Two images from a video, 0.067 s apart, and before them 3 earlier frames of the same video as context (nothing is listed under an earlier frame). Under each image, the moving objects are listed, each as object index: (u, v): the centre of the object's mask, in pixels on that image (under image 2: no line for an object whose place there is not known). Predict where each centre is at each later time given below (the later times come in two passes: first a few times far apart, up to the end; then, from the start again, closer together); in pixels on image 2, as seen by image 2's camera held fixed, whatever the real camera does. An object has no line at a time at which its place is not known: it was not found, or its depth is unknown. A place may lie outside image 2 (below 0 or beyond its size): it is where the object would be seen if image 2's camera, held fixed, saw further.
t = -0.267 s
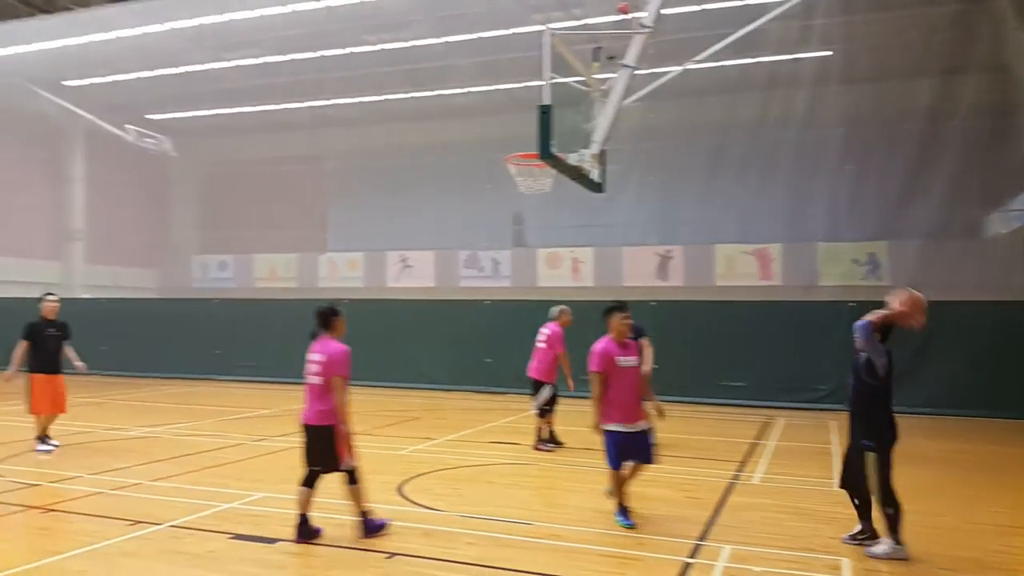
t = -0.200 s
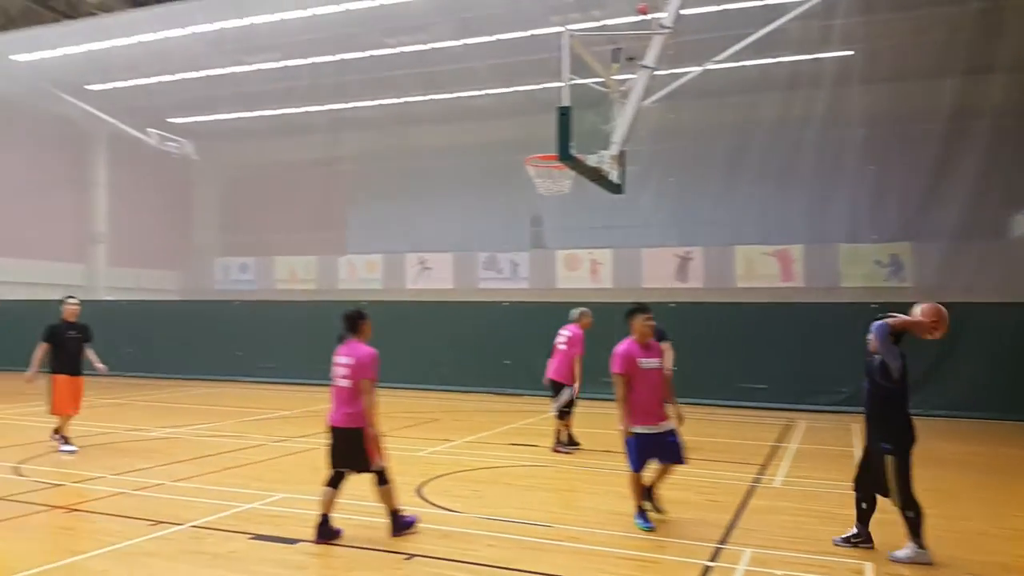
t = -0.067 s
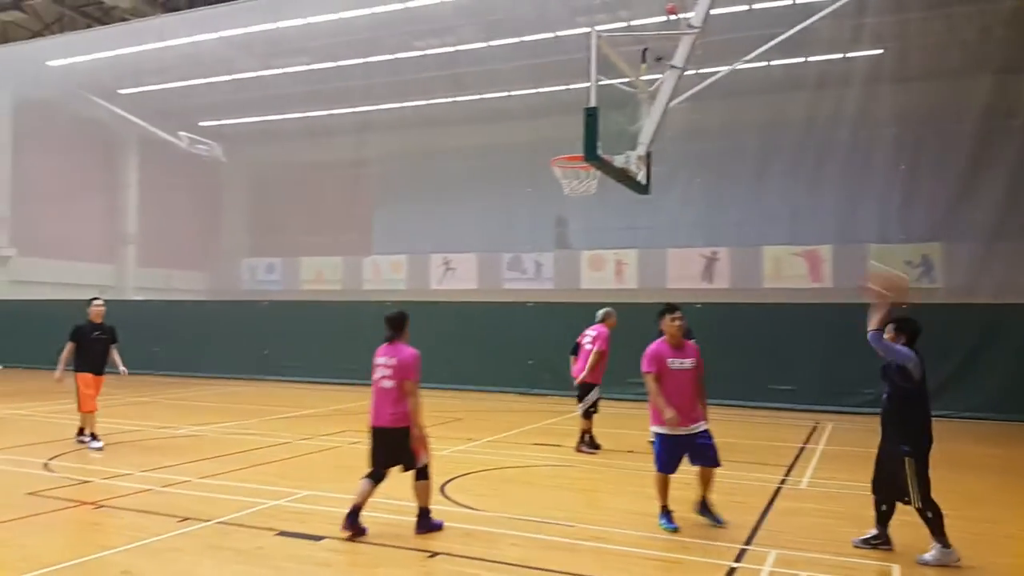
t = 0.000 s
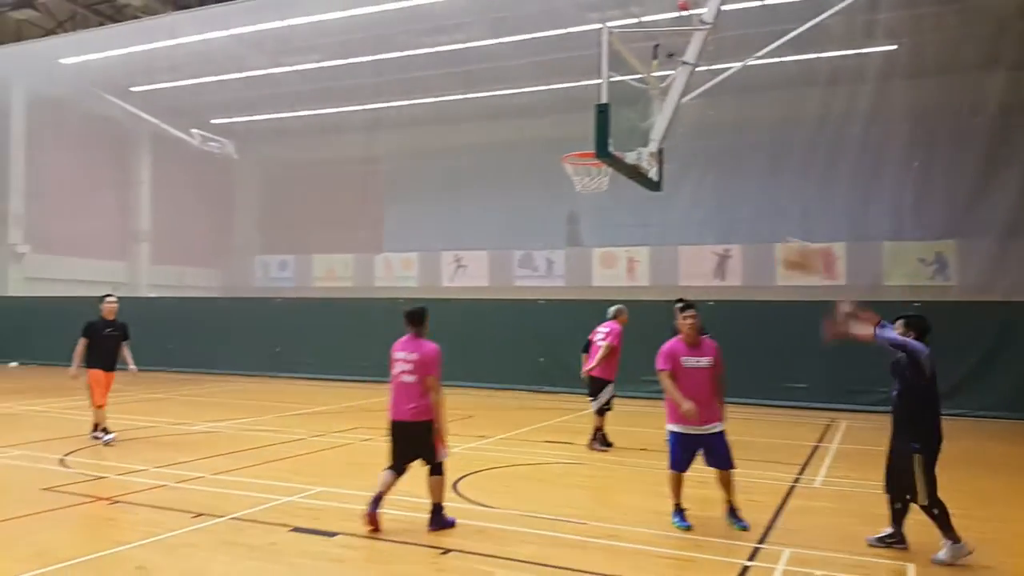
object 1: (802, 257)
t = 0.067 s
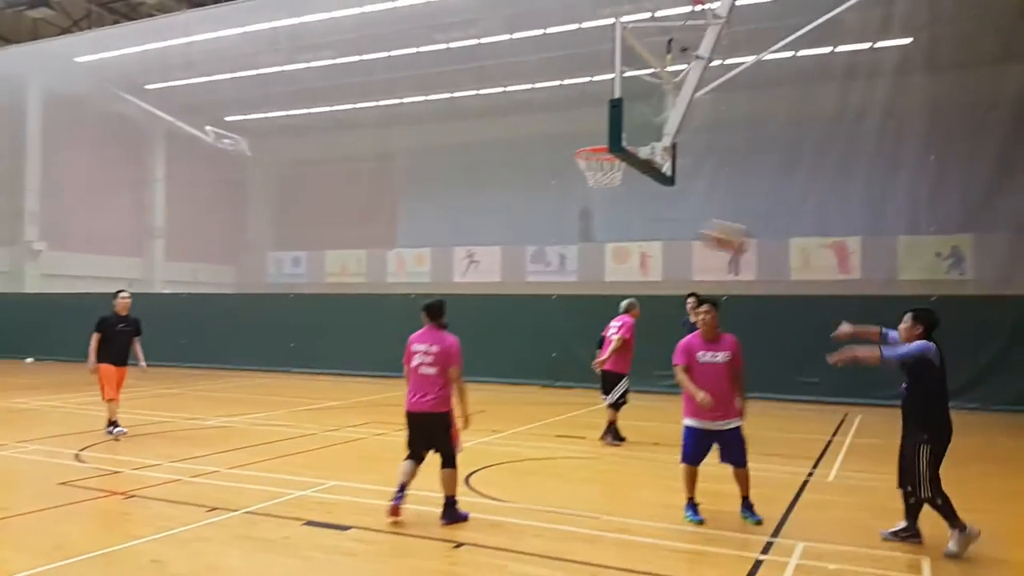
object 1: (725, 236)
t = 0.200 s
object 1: (572, 228)
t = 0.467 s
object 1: (337, 263)
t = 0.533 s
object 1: (291, 279)
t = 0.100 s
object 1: (681, 230)
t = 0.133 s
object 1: (643, 228)
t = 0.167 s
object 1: (606, 228)
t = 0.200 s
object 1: (572, 228)
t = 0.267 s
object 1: (504, 231)
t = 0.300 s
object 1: (473, 234)
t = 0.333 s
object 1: (444, 238)
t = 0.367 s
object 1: (416, 242)
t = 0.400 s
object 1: (388, 248)
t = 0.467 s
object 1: (337, 263)
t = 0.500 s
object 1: (313, 271)
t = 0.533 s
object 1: (291, 279)
